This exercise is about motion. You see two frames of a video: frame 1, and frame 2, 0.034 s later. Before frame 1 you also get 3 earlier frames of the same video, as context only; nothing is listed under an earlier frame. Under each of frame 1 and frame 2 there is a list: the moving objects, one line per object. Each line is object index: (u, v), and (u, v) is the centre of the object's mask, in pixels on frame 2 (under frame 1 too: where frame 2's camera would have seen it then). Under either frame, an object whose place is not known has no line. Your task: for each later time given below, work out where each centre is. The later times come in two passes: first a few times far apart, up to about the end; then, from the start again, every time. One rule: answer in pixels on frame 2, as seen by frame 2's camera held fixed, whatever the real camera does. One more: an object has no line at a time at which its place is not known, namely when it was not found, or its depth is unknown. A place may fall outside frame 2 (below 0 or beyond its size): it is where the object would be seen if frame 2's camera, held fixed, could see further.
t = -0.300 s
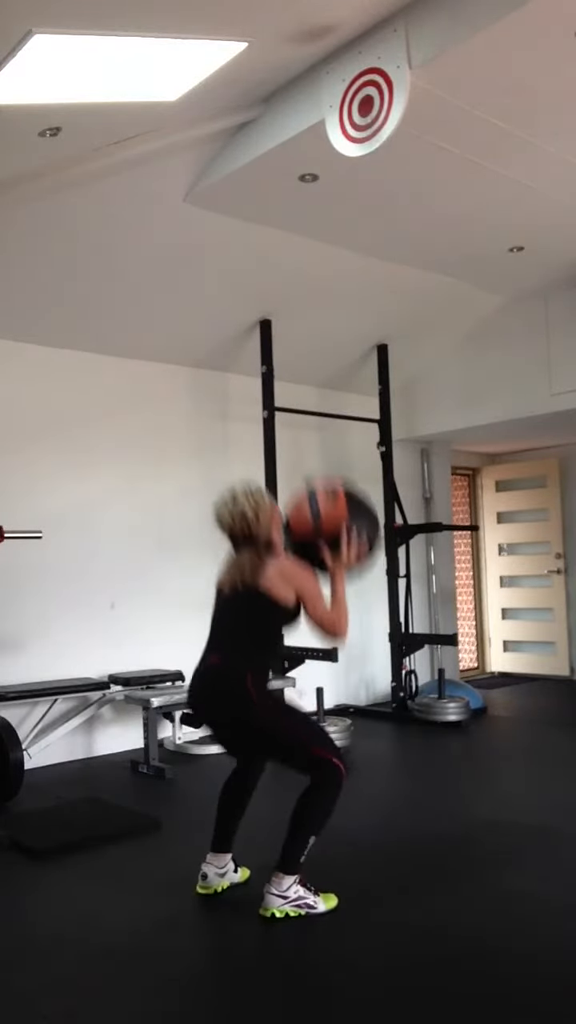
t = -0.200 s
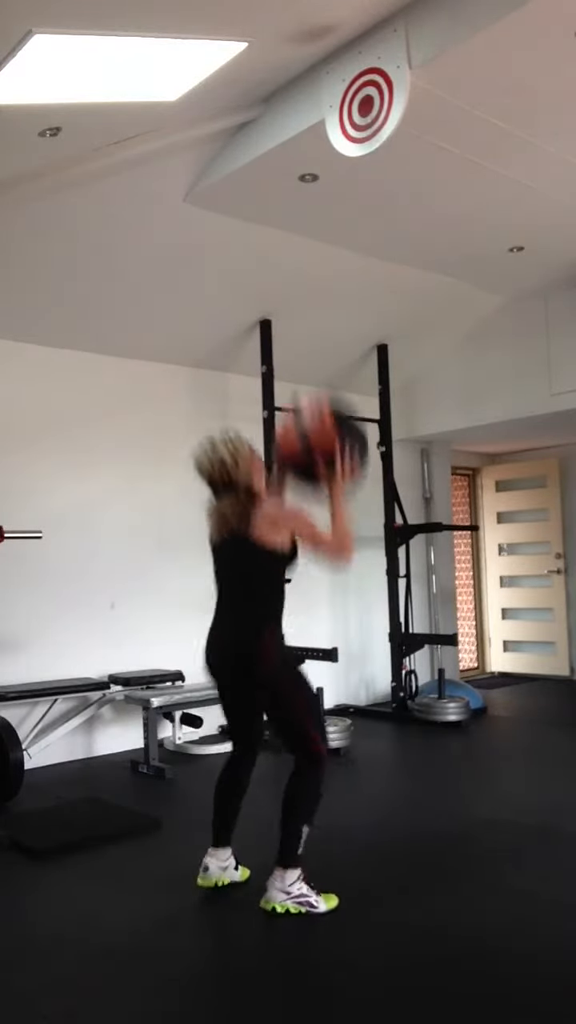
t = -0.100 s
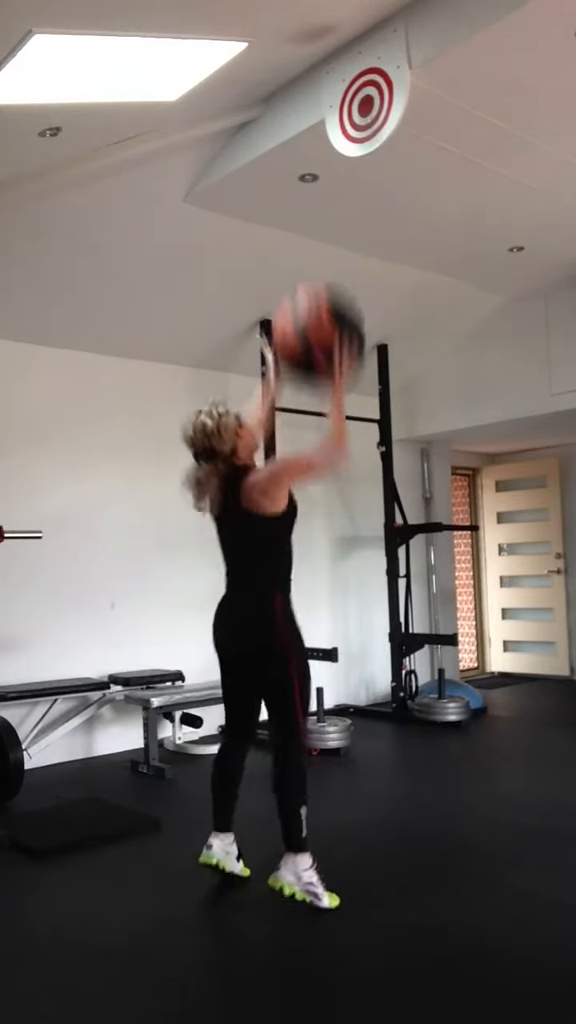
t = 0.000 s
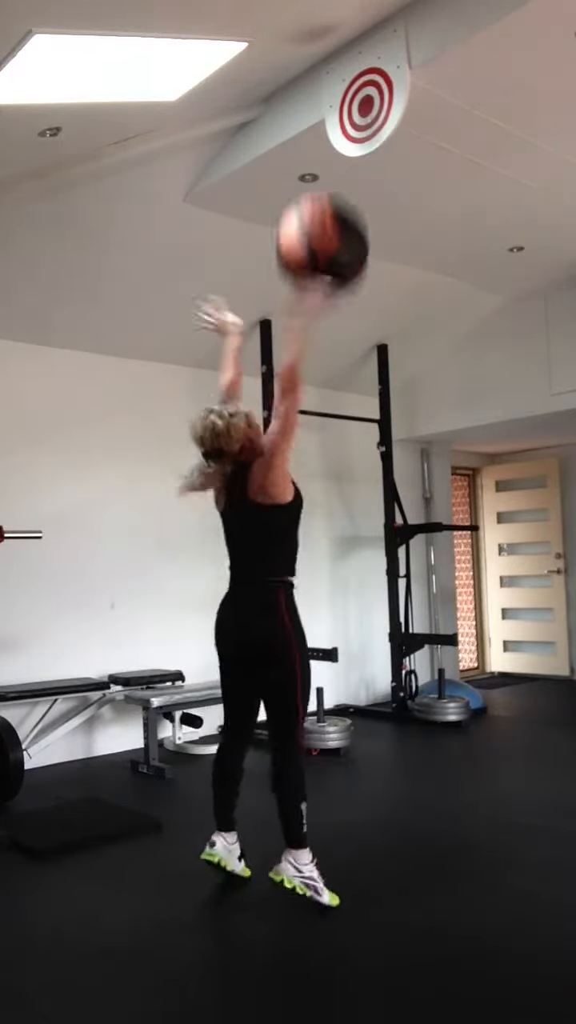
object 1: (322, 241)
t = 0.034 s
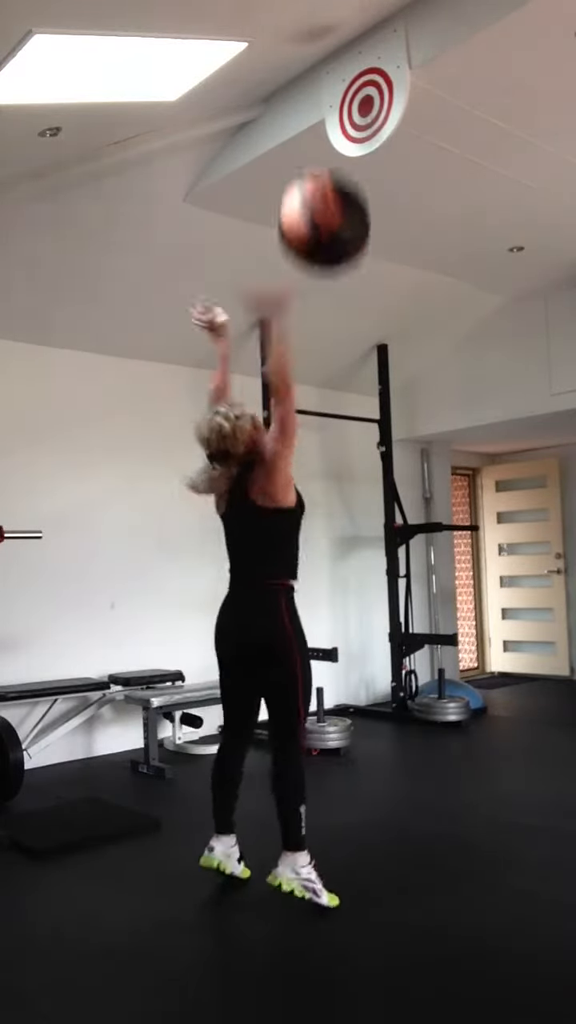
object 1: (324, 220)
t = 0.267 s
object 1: (336, 136)
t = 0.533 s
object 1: (309, 189)
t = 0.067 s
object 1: (325, 200)
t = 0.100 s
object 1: (326, 185)
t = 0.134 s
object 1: (328, 170)
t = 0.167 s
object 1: (331, 157)
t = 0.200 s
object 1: (333, 146)
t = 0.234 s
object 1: (336, 139)
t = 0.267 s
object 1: (336, 136)
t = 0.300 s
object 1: (334, 134)
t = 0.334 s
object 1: (330, 134)
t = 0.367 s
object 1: (327, 136)
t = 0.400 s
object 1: (322, 141)
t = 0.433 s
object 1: (318, 149)
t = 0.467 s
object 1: (315, 161)
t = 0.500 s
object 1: (312, 173)
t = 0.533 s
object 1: (309, 189)
